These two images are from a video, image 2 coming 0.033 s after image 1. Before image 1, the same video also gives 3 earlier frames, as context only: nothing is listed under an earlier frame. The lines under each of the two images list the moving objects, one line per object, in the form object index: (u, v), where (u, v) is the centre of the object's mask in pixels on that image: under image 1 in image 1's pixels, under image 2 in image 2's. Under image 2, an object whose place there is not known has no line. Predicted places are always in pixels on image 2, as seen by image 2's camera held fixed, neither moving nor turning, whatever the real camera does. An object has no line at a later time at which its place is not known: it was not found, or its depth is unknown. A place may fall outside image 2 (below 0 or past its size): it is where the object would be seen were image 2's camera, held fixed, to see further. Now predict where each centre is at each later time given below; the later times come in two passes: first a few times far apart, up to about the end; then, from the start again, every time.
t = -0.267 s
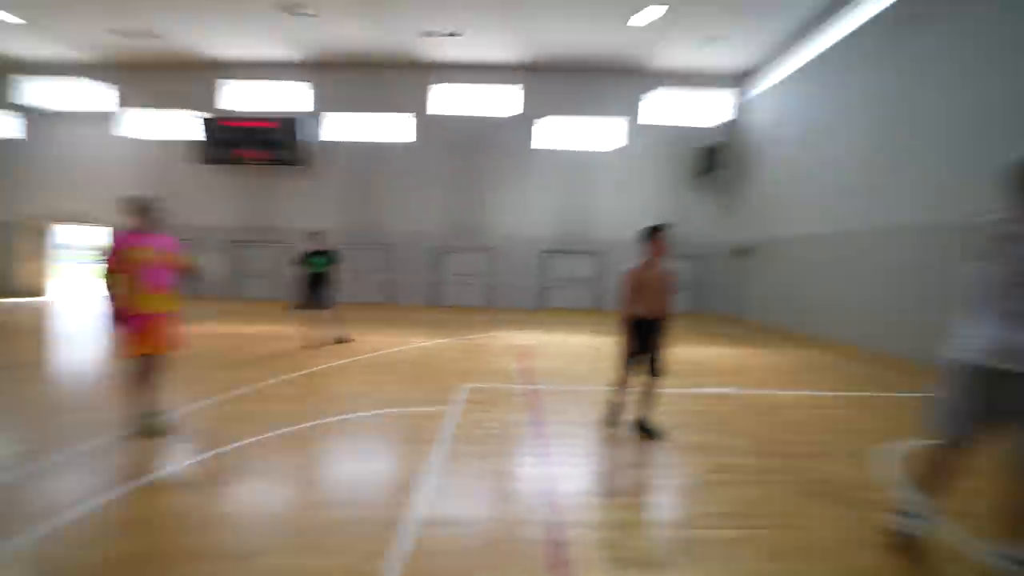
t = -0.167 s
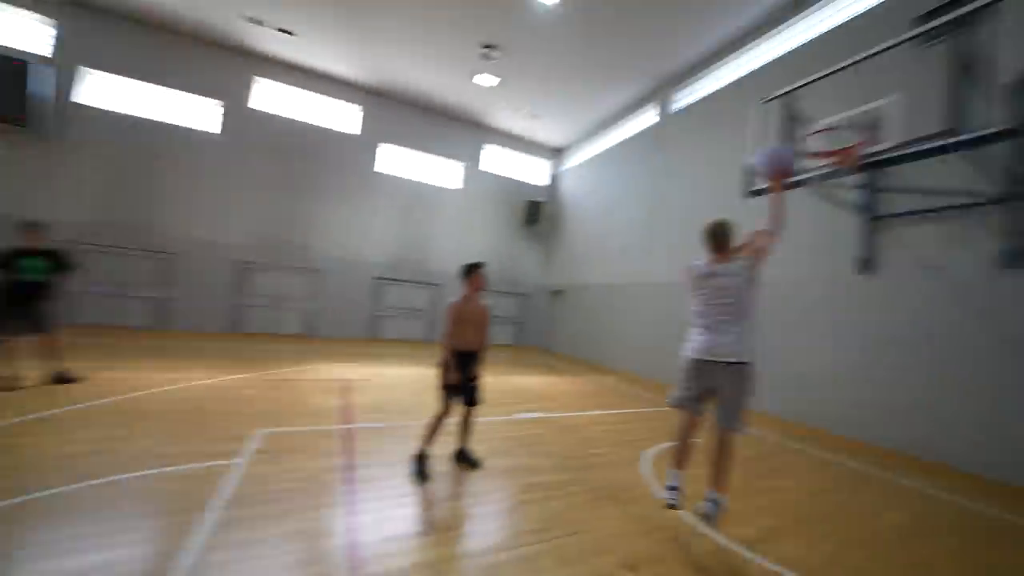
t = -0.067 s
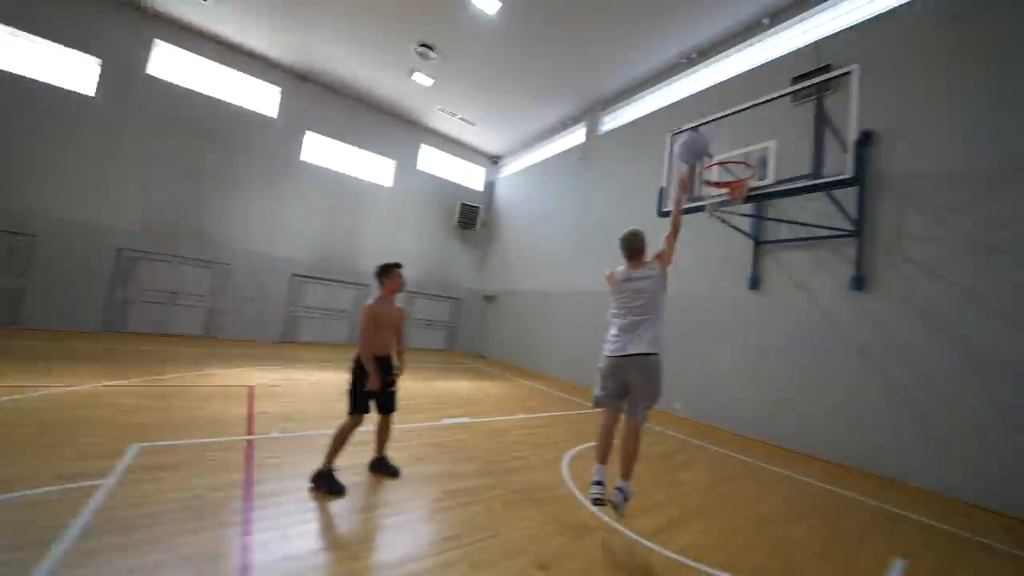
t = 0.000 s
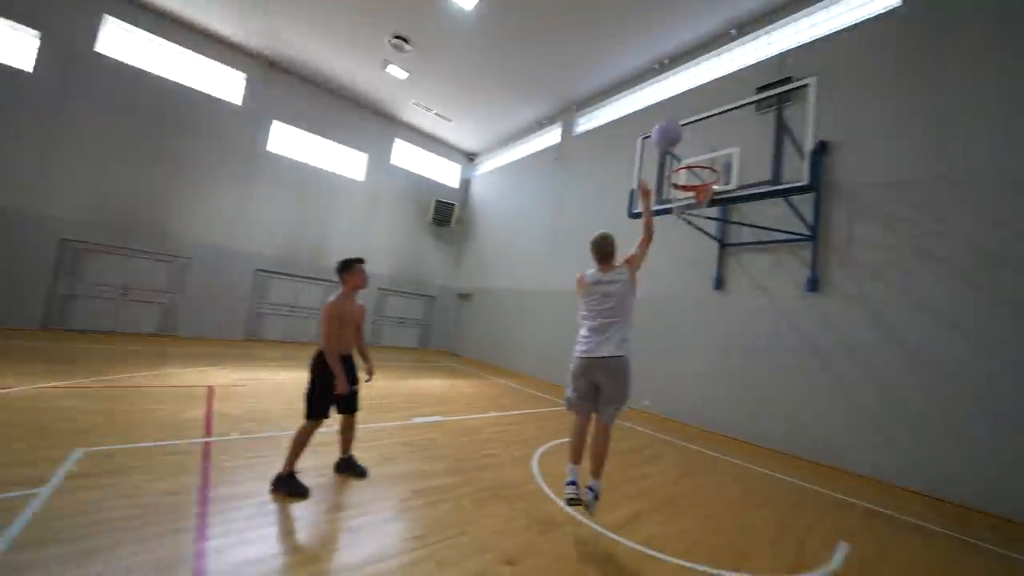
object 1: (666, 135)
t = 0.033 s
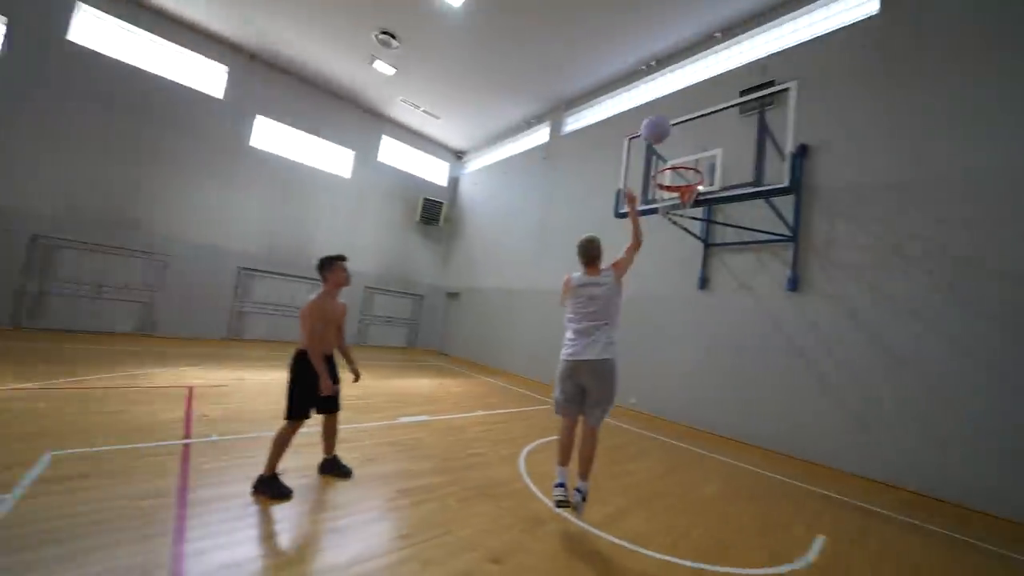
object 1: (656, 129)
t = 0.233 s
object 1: (670, 120)
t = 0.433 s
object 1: (680, 149)
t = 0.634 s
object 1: (680, 194)
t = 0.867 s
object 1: (671, 233)
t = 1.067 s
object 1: (660, 290)
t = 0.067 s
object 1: (658, 125)
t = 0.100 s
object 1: (661, 122)
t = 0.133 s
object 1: (663, 120)
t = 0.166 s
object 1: (665, 119)
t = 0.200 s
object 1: (667, 119)
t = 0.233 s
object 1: (670, 120)
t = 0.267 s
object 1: (672, 122)
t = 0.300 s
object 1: (674, 125)
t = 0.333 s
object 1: (676, 130)
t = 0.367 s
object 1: (678, 135)
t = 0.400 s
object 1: (678, 142)
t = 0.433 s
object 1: (680, 149)
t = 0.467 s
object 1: (681, 156)
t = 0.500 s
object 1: (683, 159)
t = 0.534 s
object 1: (680, 167)
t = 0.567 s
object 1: (680, 179)
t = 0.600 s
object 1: (682, 187)
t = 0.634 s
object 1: (680, 194)
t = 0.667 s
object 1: (678, 205)
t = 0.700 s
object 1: (677, 209)
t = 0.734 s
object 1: (677, 211)
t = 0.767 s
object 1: (675, 215)
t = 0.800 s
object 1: (674, 221)
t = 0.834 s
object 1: (673, 226)
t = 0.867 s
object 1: (671, 233)
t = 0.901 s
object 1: (669, 240)
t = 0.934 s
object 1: (668, 249)
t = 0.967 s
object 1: (665, 258)
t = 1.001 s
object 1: (663, 268)
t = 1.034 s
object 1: (662, 279)
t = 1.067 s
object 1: (660, 290)
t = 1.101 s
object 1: (657, 304)
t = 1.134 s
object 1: (655, 317)
